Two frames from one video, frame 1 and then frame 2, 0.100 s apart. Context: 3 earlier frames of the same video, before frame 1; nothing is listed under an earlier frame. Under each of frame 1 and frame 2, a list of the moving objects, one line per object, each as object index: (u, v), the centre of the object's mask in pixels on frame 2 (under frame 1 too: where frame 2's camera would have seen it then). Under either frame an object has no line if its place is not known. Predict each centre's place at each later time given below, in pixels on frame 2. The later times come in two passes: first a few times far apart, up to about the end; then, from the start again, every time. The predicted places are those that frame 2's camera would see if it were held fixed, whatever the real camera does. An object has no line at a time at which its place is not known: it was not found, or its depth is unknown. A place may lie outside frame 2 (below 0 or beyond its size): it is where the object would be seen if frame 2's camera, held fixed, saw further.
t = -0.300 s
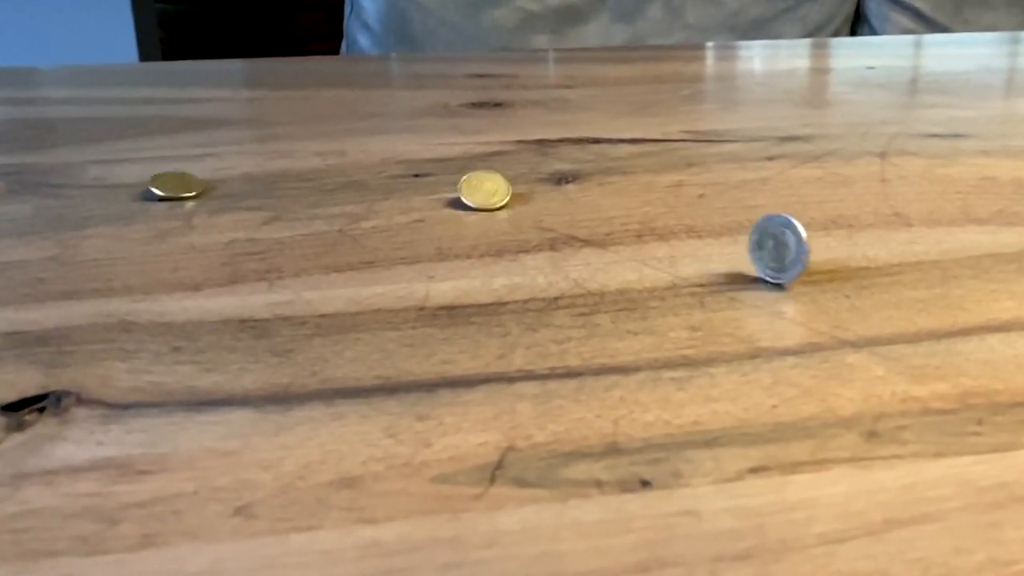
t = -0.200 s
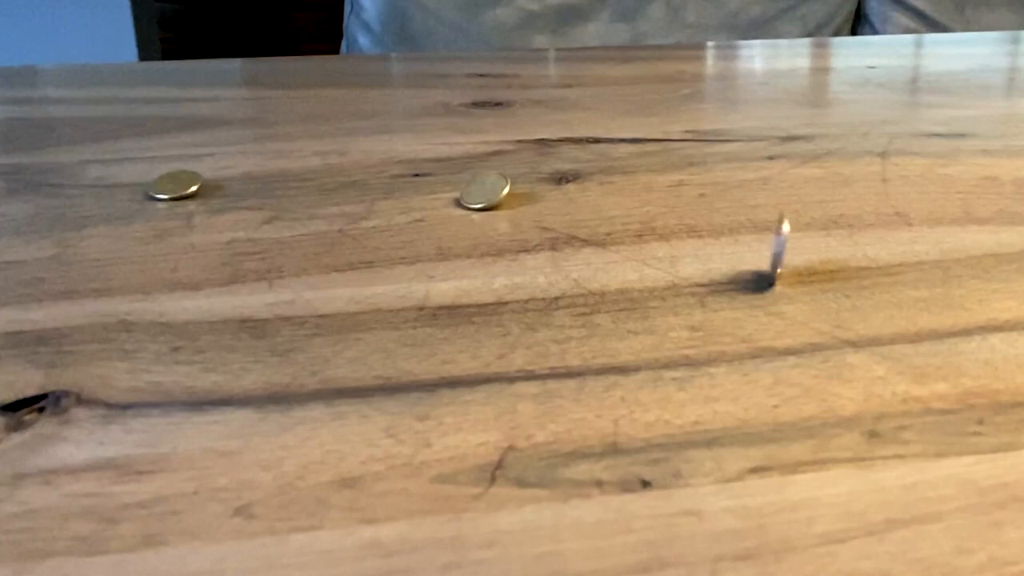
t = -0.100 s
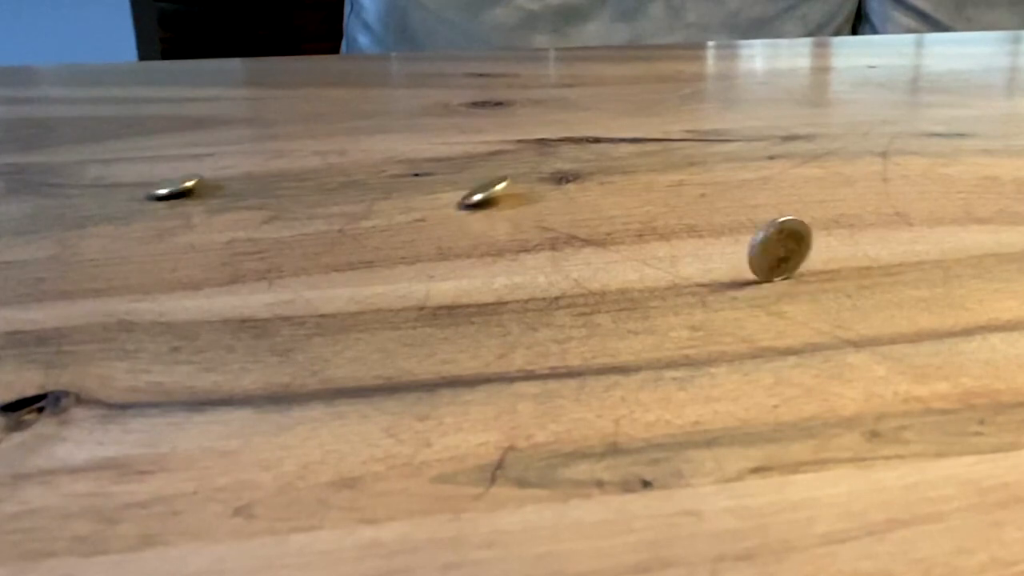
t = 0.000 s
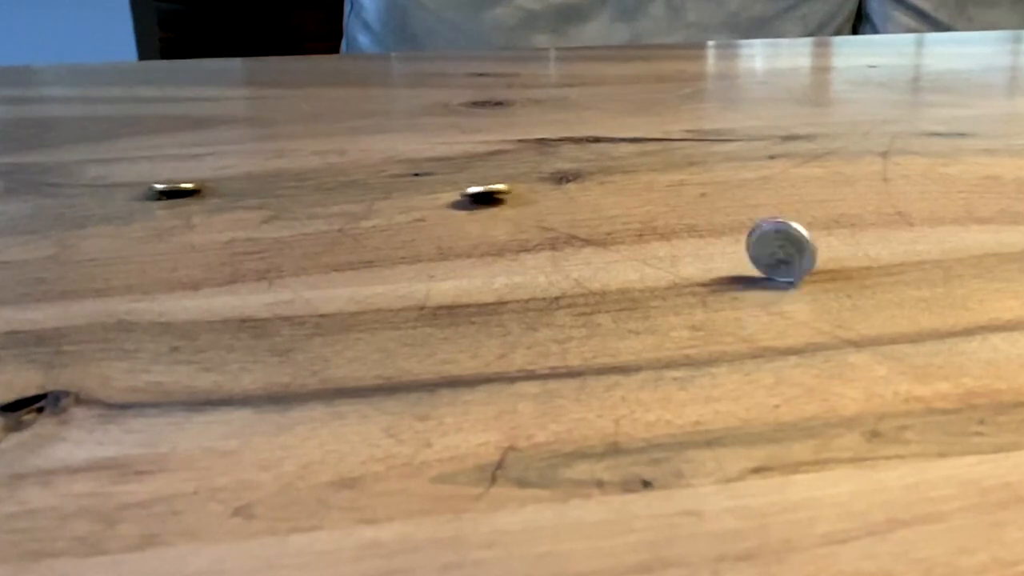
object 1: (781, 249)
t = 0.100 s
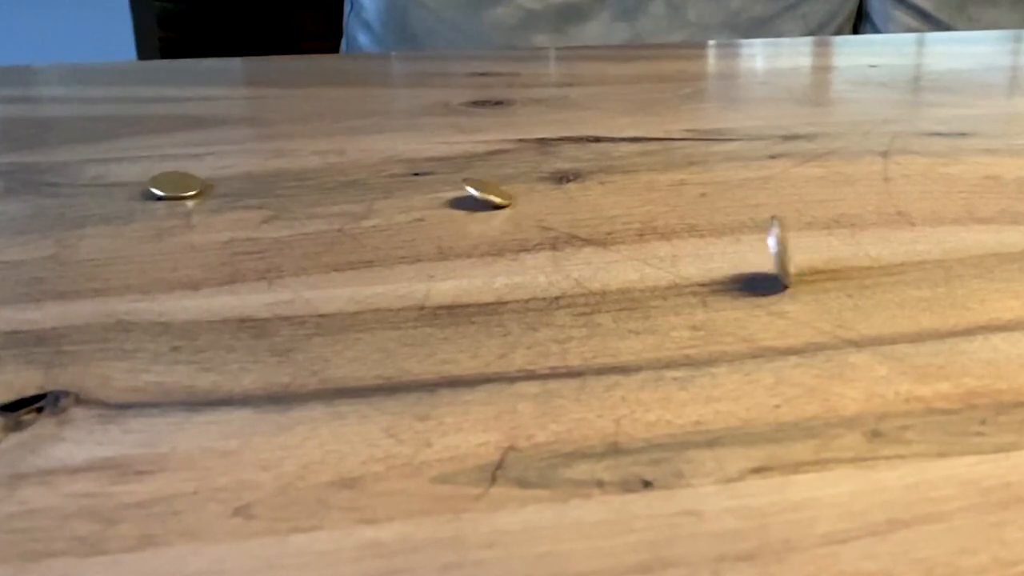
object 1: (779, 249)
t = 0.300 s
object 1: (781, 251)
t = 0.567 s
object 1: (779, 252)
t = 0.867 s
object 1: (775, 254)
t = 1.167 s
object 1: (771, 256)
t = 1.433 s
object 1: (767, 253)
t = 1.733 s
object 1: (763, 257)
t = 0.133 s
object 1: (780, 250)
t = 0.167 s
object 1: (780, 250)
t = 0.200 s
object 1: (780, 250)
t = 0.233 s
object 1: (781, 251)
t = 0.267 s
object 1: (781, 251)
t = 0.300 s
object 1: (781, 251)
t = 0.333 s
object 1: (780, 251)
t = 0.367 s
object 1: (781, 251)
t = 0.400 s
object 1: (781, 247)
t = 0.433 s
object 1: (779, 253)
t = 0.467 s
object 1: (779, 251)
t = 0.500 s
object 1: (779, 253)
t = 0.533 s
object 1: (778, 252)
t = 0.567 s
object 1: (779, 252)
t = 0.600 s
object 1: (779, 253)
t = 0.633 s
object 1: (779, 253)
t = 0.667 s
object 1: (779, 253)
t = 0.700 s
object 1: (779, 253)
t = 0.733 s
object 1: (778, 253)
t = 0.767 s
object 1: (775, 253)
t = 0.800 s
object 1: (776, 255)
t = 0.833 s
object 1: (775, 254)
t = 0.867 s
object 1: (775, 254)
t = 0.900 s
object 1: (776, 255)
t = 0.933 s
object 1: (776, 255)
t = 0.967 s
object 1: (775, 255)
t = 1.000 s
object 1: (775, 256)
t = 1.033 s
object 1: (775, 255)
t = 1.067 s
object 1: (775, 254)
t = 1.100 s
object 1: (773, 253)
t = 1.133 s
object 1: (771, 255)
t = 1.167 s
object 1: (771, 256)
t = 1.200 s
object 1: (770, 255)
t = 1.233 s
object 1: (770, 255)
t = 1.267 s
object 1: (770, 255)
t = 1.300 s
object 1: (770, 256)
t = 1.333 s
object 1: (769, 256)
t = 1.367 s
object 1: (769, 255)
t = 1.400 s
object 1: (768, 255)
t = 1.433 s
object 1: (767, 253)
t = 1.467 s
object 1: (766, 256)
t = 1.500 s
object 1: (765, 257)
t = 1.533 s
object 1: (764, 256)
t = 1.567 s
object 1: (765, 257)
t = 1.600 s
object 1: (764, 258)
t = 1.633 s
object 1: (764, 257)
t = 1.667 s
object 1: (763, 257)
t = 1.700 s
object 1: (762, 258)
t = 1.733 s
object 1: (763, 257)
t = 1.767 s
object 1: (762, 254)
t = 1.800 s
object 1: (759, 257)
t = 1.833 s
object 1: (758, 257)
